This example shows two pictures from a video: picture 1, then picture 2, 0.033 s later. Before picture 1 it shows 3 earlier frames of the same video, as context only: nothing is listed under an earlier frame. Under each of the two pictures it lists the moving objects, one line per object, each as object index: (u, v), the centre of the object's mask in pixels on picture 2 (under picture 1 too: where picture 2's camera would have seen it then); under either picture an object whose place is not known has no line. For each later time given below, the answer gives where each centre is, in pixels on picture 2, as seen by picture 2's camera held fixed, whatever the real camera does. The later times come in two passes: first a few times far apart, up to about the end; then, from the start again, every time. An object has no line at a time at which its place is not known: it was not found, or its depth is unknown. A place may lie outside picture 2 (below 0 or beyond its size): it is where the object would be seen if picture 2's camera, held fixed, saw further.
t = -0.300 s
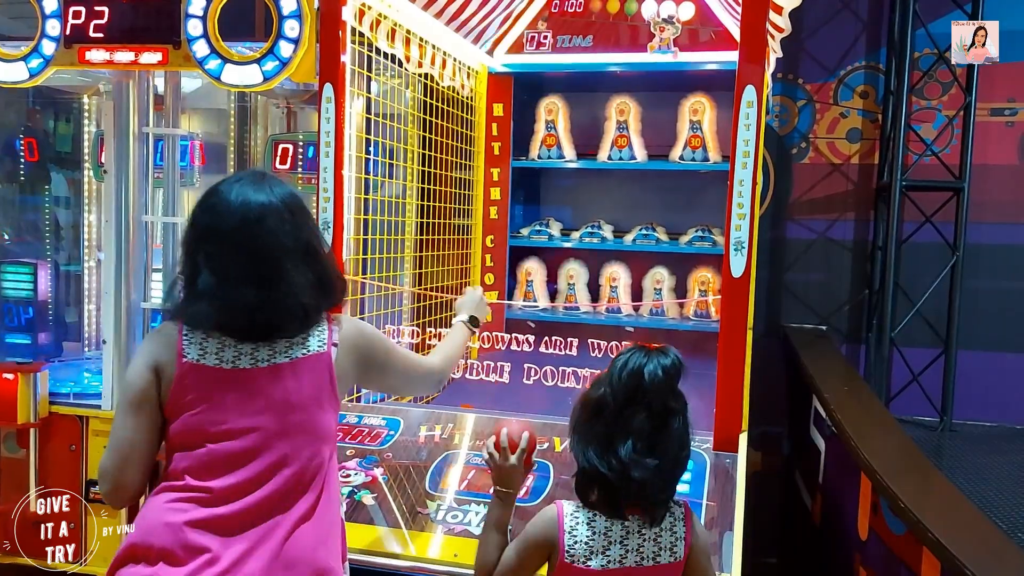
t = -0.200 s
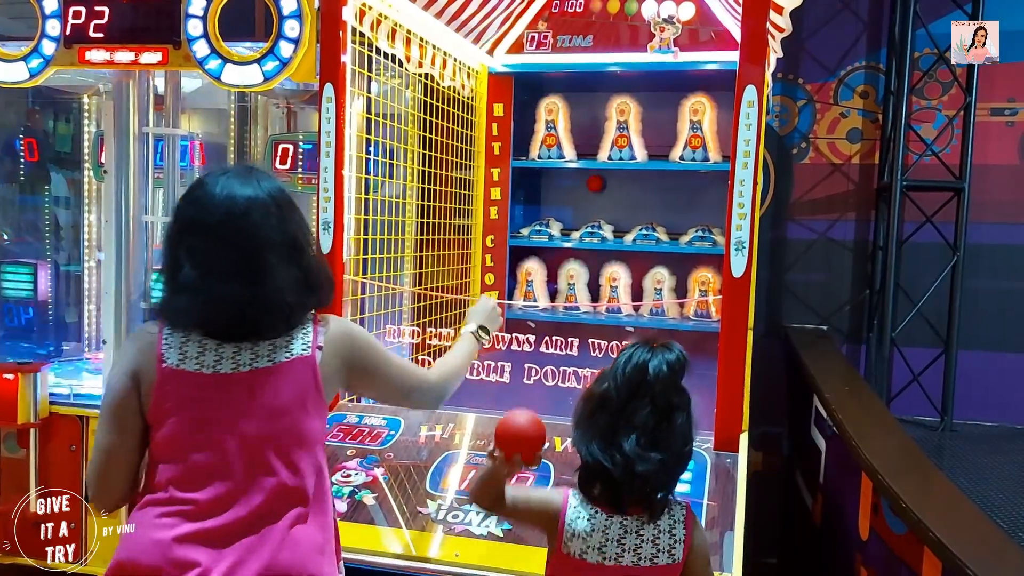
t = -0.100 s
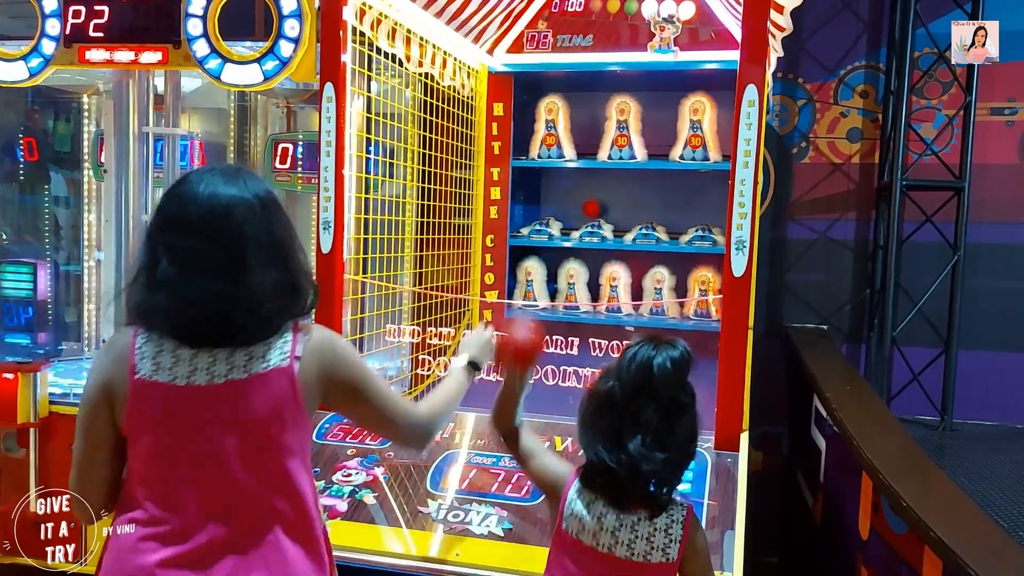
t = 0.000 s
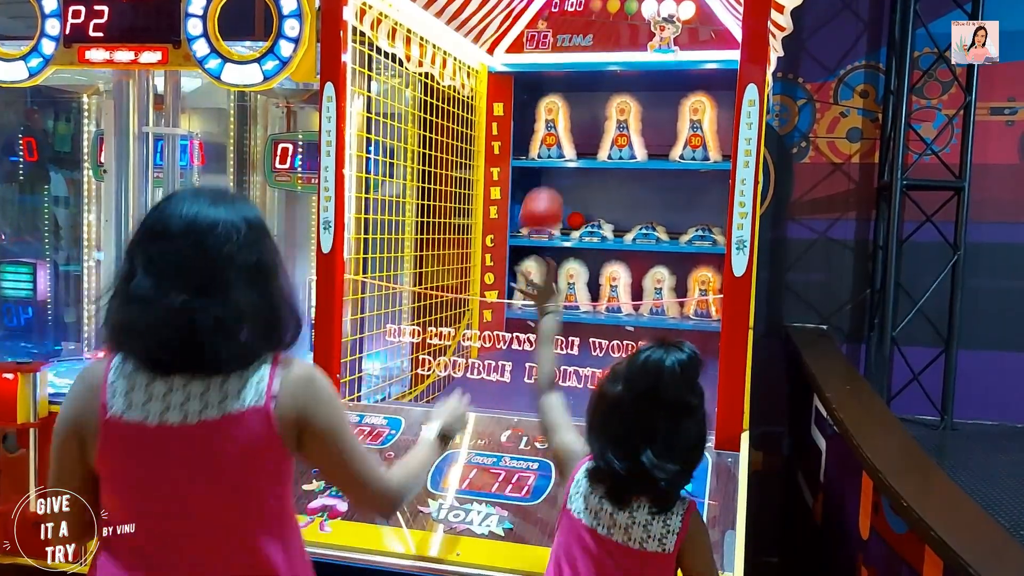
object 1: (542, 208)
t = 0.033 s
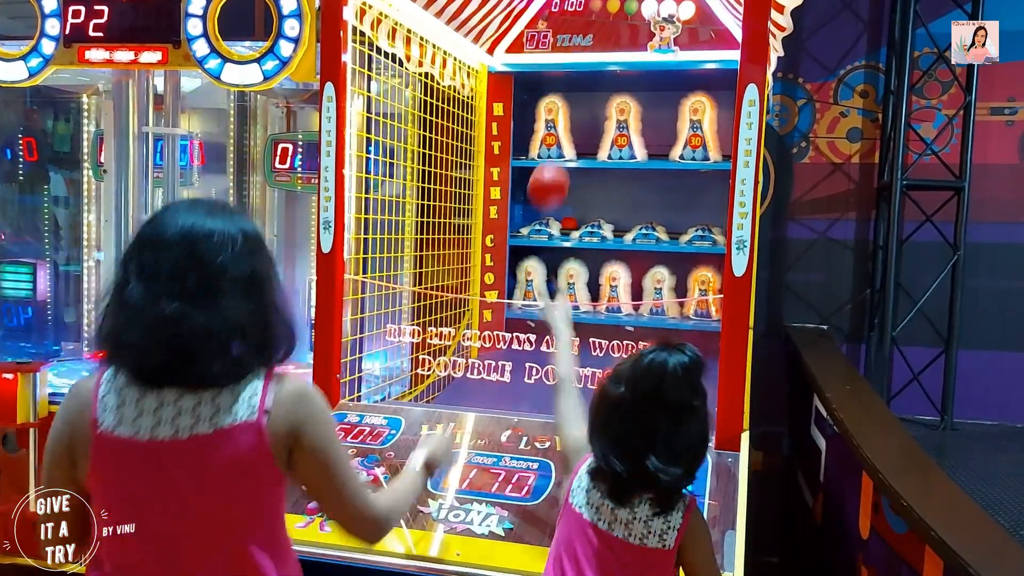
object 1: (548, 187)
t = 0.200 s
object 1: (571, 146)
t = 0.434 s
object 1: (581, 250)
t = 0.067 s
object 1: (554, 167)
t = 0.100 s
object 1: (561, 152)
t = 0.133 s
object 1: (565, 145)
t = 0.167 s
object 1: (569, 143)
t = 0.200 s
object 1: (571, 146)
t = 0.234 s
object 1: (574, 152)
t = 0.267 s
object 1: (576, 164)
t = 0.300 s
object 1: (577, 177)
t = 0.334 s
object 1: (578, 191)
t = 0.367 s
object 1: (580, 208)
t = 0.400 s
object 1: (580, 226)
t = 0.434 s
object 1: (581, 250)
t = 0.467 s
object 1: (582, 269)
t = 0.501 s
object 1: (583, 295)
